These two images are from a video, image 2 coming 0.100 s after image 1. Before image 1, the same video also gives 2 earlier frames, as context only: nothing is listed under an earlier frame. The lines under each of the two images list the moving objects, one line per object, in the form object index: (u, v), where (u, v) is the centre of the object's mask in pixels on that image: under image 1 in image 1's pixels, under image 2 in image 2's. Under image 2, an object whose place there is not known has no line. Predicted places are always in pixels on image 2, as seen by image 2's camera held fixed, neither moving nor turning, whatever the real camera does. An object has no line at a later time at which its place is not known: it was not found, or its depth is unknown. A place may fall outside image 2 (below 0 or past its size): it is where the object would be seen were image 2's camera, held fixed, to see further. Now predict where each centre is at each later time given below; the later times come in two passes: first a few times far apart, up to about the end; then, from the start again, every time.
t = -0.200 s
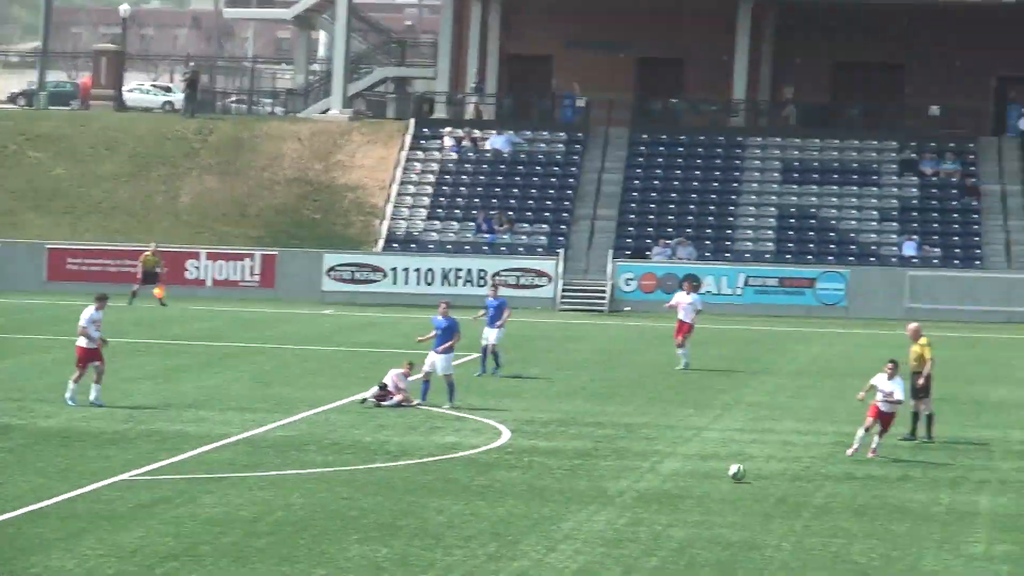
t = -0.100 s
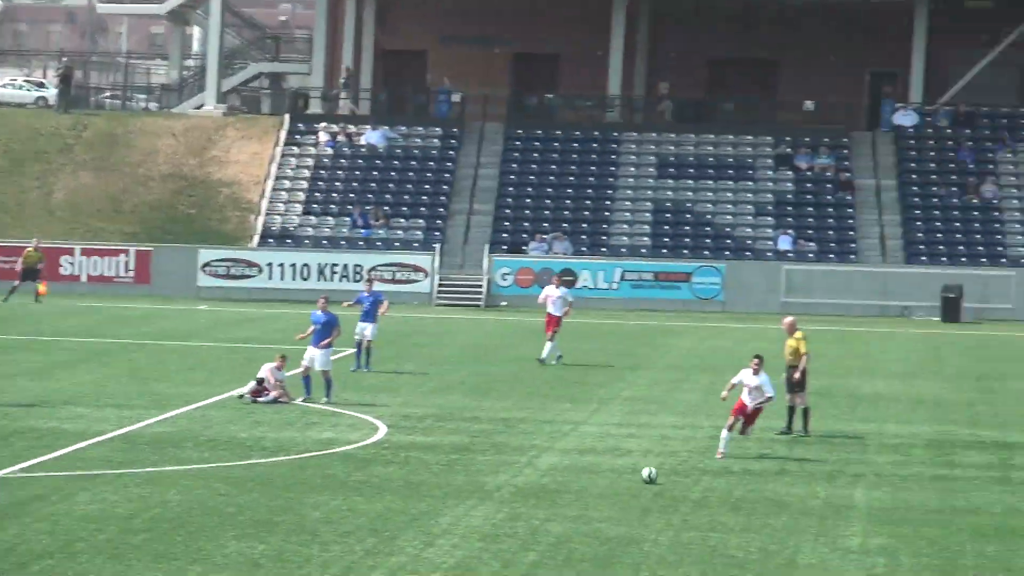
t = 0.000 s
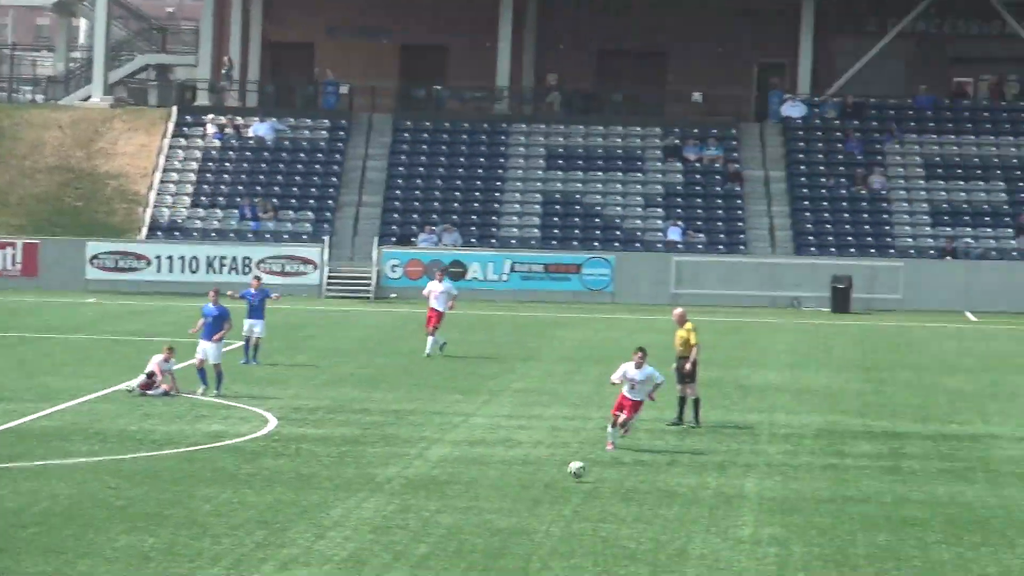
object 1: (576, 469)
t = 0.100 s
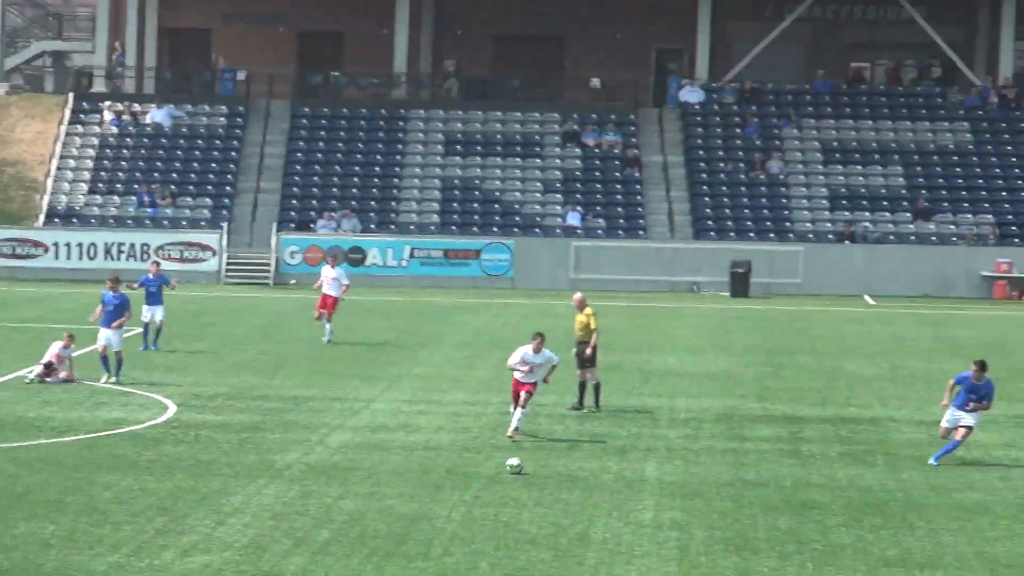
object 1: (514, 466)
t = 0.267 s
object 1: (576, 472)
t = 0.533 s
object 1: (681, 489)
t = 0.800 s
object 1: (794, 513)
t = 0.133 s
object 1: (526, 466)
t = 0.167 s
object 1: (538, 466)
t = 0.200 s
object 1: (550, 467)
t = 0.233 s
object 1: (564, 468)
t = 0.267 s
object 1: (576, 472)
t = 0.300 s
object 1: (589, 476)
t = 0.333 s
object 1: (602, 476)
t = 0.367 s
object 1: (615, 477)
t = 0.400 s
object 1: (628, 479)
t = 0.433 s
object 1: (641, 481)
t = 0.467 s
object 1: (655, 485)
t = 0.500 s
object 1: (668, 488)
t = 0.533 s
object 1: (681, 489)
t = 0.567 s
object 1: (695, 489)
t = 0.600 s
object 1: (708, 491)
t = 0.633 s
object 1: (721, 494)
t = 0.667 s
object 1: (736, 498)
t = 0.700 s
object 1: (750, 503)
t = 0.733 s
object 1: (764, 507)
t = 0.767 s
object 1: (779, 509)
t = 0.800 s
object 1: (794, 513)
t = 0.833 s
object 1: (808, 515)
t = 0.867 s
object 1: (823, 519)
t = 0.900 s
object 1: (838, 522)
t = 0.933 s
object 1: (853, 524)
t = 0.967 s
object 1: (870, 528)
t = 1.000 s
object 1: (885, 530)
